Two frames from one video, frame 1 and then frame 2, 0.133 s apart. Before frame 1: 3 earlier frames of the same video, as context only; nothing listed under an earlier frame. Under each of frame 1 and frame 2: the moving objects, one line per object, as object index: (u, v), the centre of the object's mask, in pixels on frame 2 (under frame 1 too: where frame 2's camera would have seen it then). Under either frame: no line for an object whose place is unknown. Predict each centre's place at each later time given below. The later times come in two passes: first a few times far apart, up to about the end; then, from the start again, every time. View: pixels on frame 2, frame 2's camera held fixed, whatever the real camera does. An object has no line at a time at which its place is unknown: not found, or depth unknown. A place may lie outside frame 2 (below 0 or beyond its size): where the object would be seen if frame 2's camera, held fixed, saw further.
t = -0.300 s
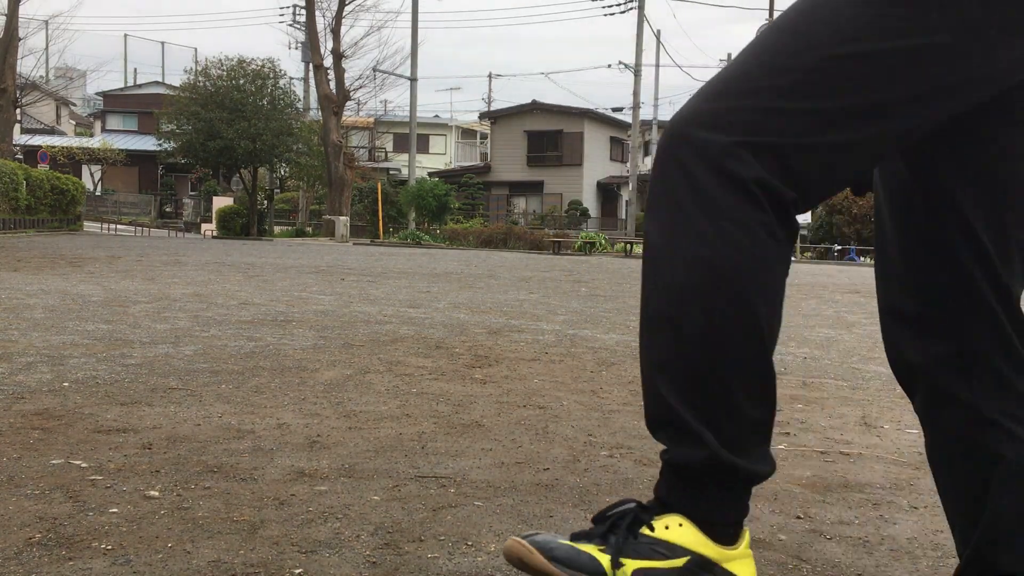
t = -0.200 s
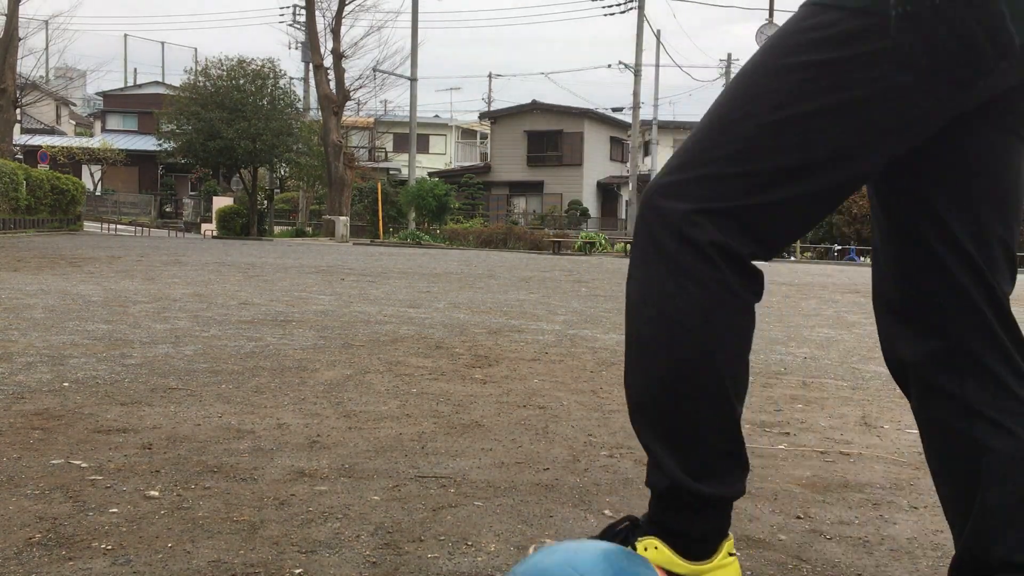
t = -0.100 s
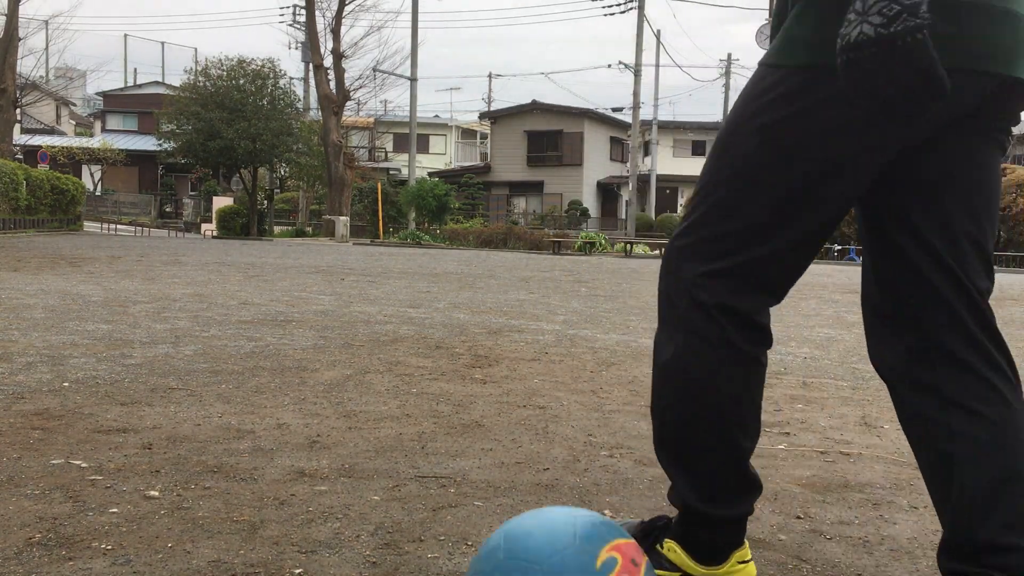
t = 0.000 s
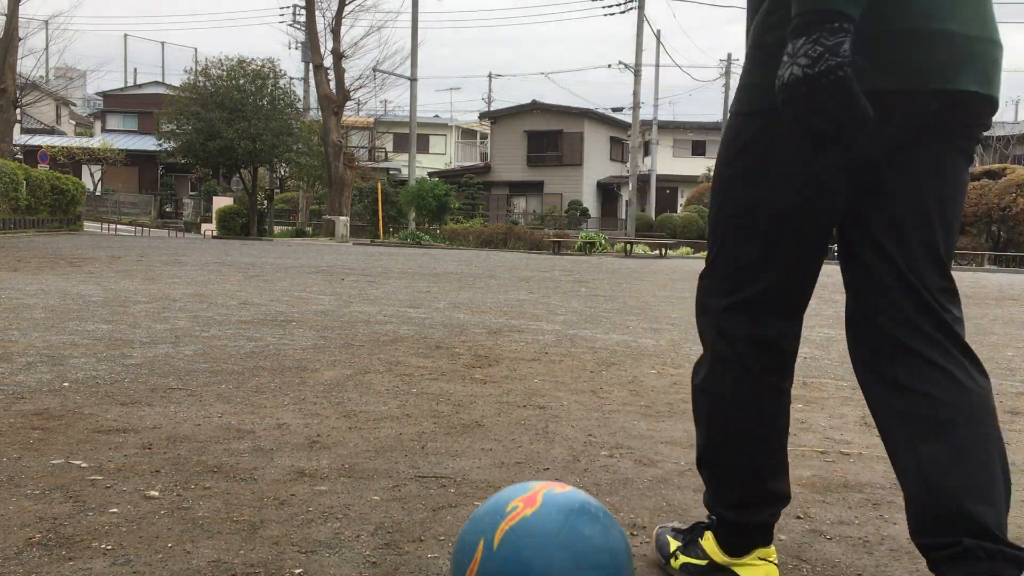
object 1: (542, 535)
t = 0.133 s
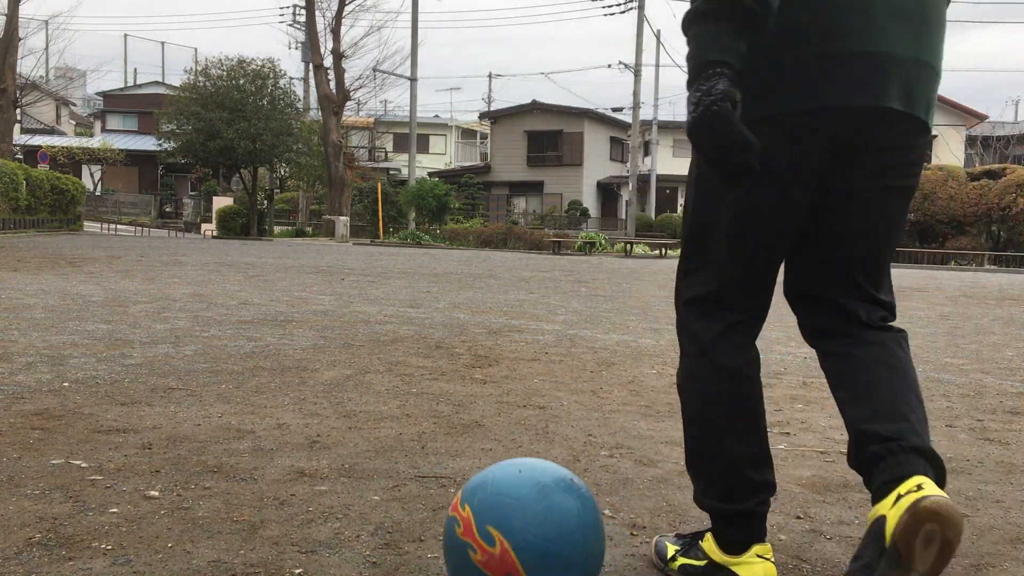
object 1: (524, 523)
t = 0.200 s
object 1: (517, 515)
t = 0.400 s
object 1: (500, 484)
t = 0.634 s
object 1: (488, 446)
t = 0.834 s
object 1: (483, 425)
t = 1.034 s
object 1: (480, 406)
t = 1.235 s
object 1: (480, 390)
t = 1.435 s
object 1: (481, 377)
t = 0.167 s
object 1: (520, 519)
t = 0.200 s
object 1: (517, 515)
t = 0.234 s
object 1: (513, 512)
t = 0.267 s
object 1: (510, 508)
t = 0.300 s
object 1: (507, 502)
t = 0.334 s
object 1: (504, 496)
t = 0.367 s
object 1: (502, 489)
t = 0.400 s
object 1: (500, 484)
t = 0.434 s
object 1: (498, 479)
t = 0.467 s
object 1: (496, 473)
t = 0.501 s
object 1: (494, 466)
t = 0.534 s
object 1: (492, 462)
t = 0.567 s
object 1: (491, 456)
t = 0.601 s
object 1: (489, 452)
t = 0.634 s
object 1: (488, 446)
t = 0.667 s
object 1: (487, 443)
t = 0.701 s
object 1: (486, 439)
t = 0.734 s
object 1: (485, 436)
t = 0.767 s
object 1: (485, 432)
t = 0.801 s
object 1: (484, 429)
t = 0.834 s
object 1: (483, 425)
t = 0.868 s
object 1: (482, 422)
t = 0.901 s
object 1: (481, 417)
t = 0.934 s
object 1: (481, 416)
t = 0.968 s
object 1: (481, 412)
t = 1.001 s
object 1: (480, 409)
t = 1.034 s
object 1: (480, 406)
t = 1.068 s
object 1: (480, 402)
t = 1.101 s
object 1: (480, 401)
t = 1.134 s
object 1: (479, 397)
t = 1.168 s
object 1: (479, 396)
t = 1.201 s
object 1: (480, 392)
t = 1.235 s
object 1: (480, 390)
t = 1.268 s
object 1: (480, 388)
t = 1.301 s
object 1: (480, 385)
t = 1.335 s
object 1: (480, 383)
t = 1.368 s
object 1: (480, 381)
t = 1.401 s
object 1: (480, 379)
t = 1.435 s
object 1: (481, 377)
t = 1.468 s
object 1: (481, 375)
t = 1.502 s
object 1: (482, 372)
